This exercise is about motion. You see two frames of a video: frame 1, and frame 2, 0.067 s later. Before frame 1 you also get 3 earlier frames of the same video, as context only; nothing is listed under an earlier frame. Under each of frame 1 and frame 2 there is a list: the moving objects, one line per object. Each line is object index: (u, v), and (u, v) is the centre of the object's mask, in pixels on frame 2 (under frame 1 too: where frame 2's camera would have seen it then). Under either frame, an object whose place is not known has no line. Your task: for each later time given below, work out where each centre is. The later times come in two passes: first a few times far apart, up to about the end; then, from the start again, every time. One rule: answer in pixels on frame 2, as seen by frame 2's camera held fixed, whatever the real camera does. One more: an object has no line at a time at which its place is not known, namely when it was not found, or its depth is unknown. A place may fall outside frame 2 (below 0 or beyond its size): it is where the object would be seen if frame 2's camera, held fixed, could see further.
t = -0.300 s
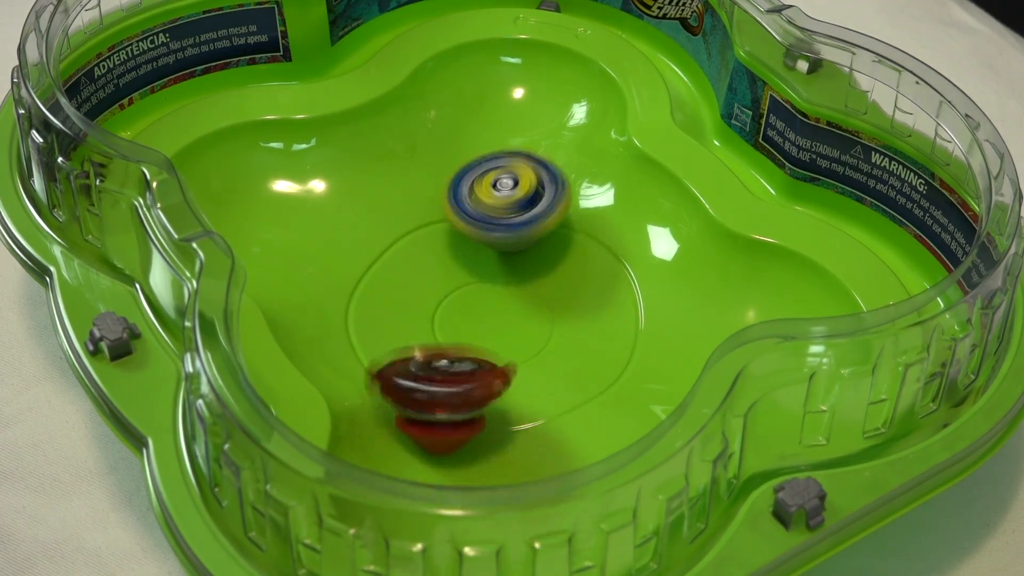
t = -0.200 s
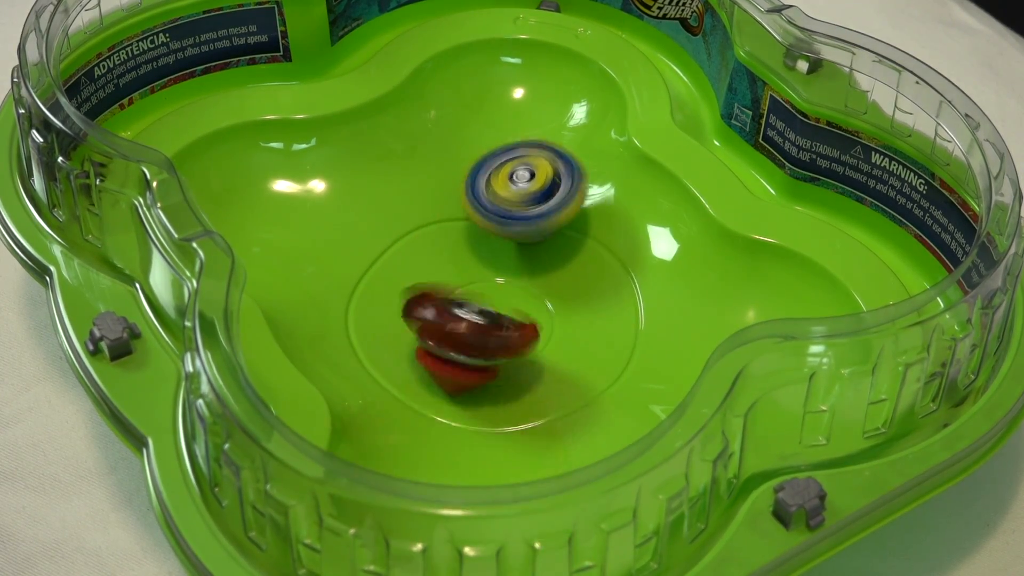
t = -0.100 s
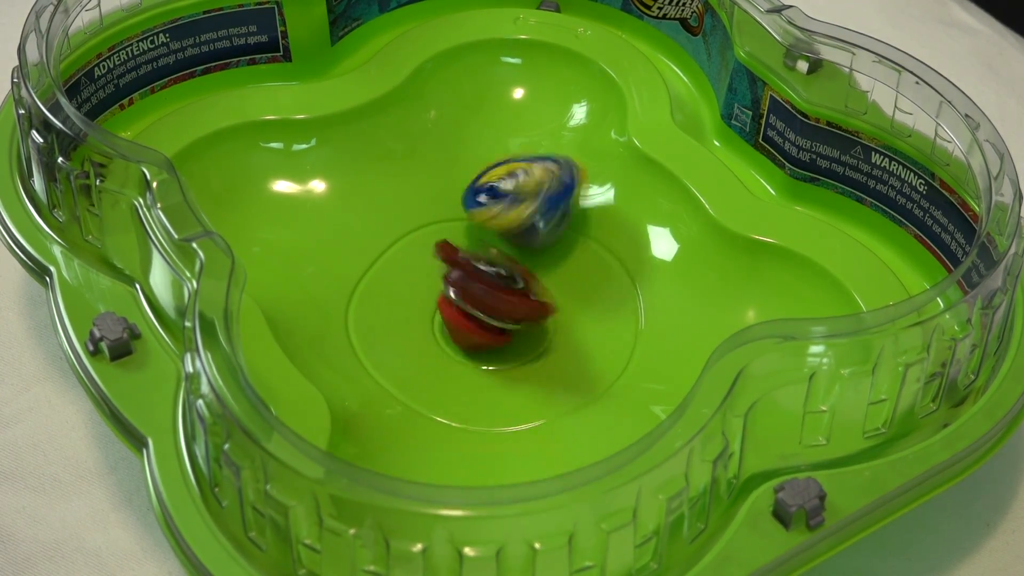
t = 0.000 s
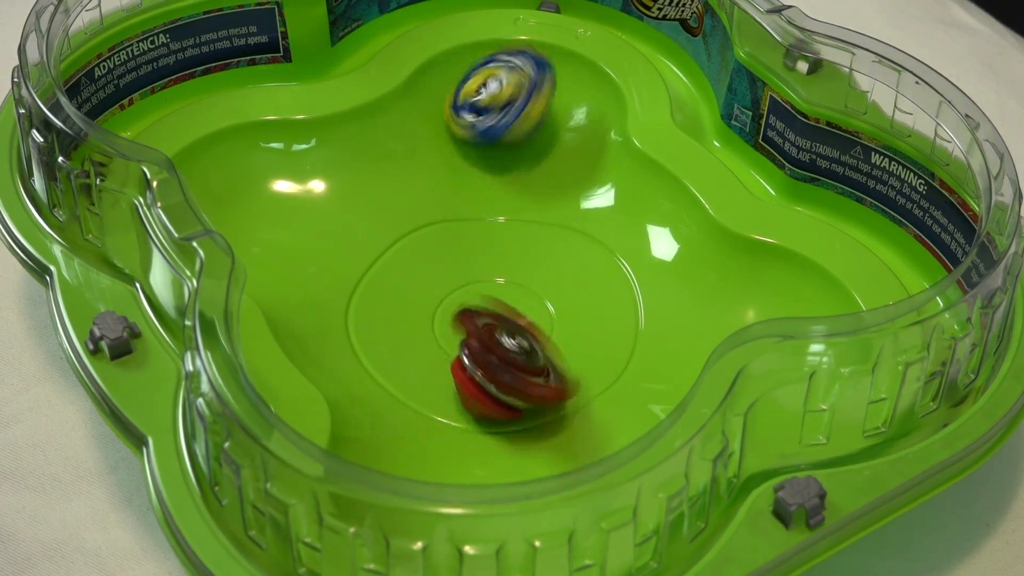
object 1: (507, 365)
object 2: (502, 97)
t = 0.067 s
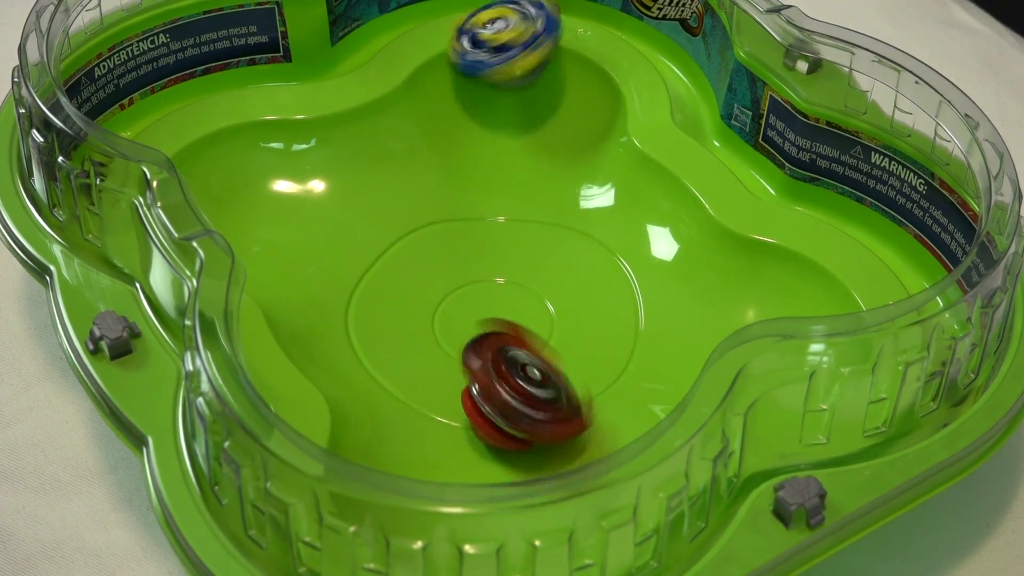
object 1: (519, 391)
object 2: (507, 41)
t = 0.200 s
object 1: (525, 401)
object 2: (536, 84)
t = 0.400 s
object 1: (514, 336)
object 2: (477, 218)
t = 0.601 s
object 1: (607, 312)
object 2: (378, 270)
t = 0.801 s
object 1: (666, 338)
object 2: (394, 283)
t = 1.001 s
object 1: (704, 344)
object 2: (528, 268)
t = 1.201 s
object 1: (660, 326)
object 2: (577, 234)
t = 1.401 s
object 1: (620, 316)
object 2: (443, 203)
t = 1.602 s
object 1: (558, 274)
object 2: (338, 250)
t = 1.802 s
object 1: (486, 224)
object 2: (346, 260)
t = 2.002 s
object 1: (564, 169)
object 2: (357, 247)
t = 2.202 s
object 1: (475, 180)
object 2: (420, 266)
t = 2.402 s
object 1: (472, 218)
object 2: (493, 313)
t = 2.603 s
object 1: (434, 262)
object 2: (541, 300)
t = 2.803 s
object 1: (424, 257)
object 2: (544, 280)
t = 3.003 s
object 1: (437, 263)
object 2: (542, 291)
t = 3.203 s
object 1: (425, 284)
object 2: (569, 299)
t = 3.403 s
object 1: (422, 249)
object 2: (584, 304)
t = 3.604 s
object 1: (468, 243)
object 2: (533, 322)
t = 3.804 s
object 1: (485, 257)
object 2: (513, 344)
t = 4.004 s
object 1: (487, 263)
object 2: (502, 355)
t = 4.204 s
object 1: (481, 271)
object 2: (502, 359)
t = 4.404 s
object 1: (481, 273)
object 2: (503, 359)
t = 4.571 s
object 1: (480, 274)
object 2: (504, 358)
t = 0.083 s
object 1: (522, 396)
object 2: (511, 36)
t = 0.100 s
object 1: (525, 399)
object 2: (514, 35)
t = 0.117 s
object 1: (525, 403)
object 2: (519, 36)
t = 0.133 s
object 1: (526, 403)
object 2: (524, 39)
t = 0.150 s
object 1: (527, 404)
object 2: (531, 46)
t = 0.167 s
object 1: (527, 404)
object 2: (534, 57)
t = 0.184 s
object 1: (525, 401)
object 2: (535, 71)
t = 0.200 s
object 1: (525, 401)
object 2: (536, 84)
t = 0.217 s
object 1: (524, 399)
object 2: (536, 99)
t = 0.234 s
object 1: (522, 394)
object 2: (536, 111)
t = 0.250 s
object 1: (522, 393)
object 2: (533, 122)
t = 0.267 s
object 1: (521, 388)
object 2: (527, 133)
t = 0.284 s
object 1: (519, 382)
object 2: (521, 145)
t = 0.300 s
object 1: (519, 376)
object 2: (514, 158)
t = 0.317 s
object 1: (518, 370)
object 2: (509, 169)
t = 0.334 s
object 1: (515, 365)
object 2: (502, 178)
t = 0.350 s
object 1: (514, 357)
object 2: (493, 187)
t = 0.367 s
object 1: (516, 350)
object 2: (487, 198)
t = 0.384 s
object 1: (516, 346)
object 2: (480, 209)
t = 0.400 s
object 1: (514, 336)
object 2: (477, 218)
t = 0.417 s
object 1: (516, 327)
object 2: (470, 223)
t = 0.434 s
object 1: (517, 321)
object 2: (463, 229)
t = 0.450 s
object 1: (520, 317)
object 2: (453, 236)
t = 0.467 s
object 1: (528, 319)
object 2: (444, 244)
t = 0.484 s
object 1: (540, 316)
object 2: (438, 250)
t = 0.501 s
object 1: (553, 319)
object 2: (427, 250)
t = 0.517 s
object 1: (559, 319)
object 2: (415, 251)
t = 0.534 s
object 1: (569, 314)
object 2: (404, 255)
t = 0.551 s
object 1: (582, 314)
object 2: (397, 261)
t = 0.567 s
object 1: (589, 315)
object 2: (390, 264)
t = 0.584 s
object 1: (596, 313)
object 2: (384, 268)
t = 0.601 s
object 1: (607, 312)
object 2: (378, 270)
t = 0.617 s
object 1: (615, 313)
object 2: (372, 272)
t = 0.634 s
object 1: (622, 315)
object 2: (365, 273)
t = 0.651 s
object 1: (627, 315)
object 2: (362, 274)
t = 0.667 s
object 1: (634, 316)
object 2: (361, 276)
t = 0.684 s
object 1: (640, 321)
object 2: (363, 278)
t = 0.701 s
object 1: (643, 323)
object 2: (363, 280)
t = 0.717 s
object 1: (650, 325)
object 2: (365, 281)
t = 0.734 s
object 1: (656, 328)
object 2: (367, 281)
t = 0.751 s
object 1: (657, 332)
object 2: (372, 280)
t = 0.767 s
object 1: (658, 334)
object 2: (379, 281)
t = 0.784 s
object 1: (663, 335)
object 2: (387, 282)
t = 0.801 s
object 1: (666, 338)
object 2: (394, 283)
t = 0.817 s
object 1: (667, 342)
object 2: (403, 283)
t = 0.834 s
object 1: (671, 342)
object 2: (412, 284)
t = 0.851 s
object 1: (674, 341)
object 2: (422, 285)
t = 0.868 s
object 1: (687, 350)
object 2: (432, 284)
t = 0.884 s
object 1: (689, 350)
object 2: (443, 282)
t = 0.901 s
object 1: (693, 350)
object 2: (456, 281)
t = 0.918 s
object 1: (697, 350)
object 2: (468, 280)
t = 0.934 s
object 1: (698, 349)
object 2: (480, 279)
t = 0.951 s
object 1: (699, 348)
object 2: (492, 279)
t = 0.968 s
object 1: (703, 348)
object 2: (504, 277)
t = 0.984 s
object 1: (705, 347)
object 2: (515, 272)
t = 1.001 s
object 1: (704, 344)
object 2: (528, 268)
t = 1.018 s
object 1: (702, 342)
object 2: (539, 265)
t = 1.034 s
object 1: (702, 341)
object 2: (550, 263)
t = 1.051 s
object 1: (704, 340)
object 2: (558, 262)
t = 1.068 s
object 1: (700, 337)
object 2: (567, 259)
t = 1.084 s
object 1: (693, 331)
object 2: (573, 256)
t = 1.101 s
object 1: (680, 326)
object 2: (580, 252)
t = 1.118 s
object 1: (676, 325)
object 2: (586, 249)
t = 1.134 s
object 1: (673, 323)
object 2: (590, 246)
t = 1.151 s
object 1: (670, 324)
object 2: (591, 248)
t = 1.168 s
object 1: (665, 324)
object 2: (589, 245)
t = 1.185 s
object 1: (664, 325)
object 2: (583, 240)
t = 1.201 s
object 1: (660, 326)
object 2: (577, 234)
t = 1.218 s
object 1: (659, 327)
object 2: (569, 227)
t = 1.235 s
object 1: (657, 328)
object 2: (558, 225)
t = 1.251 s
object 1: (654, 331)
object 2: (546, 224)
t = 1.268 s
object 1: (650, 329)
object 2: (535, 225)
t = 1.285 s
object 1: (645, 328)
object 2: (525, 226)
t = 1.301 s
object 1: (643, 329)
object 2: (516, 225)
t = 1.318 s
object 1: (641, 328)
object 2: (506, 222)
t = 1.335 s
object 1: (635, 326)
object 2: (493, 219)
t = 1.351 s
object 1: (630, 323)
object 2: (482, 215)
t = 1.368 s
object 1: (627, 322)
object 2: (467, 210)
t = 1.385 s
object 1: (625, 319)
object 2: (456, 207)
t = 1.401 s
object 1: (620, 316)
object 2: (443, 203)
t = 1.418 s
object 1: (615, 314)
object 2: (432, 203)
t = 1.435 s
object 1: (612, 311)
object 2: (422, 202)
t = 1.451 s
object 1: (609, 308)
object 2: (410, 203)
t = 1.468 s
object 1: (603, 306)
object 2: (402, 206)
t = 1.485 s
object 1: (598, 302)
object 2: (392, 210)
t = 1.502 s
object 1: (593, 297)
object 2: (384, 218)
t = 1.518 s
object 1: (587, 294)
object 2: (377, 225)
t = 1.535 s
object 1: (582, 291)
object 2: (368, 232)
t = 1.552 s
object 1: (576, 286)
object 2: (361, 239)
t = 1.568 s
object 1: (569, 280)
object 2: (354, 244)
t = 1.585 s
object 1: (564, 277)
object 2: (347, 247)
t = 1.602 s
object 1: (558, 274)
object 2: (338, 250)
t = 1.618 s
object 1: (551, 269)
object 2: (330, 253)
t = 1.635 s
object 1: (544, 264)
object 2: (323, 255)
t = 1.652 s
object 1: (538, 260)
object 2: (317, 256)
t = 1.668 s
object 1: (533, 256)
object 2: (315, 258)
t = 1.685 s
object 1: (525, 251)
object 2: (313, 258)
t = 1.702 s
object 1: (518, 246)
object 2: (312, 261)
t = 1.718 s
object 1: (512, 242)
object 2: (312, 263)
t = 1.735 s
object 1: (507, 238)
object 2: (314, 264)
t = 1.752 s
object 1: (501, 235)
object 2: (319, 265)
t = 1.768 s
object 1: (495, 232)
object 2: (327, 264)
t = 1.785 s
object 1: (490, 227)
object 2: (336, 262)
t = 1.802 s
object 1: (486, 224)
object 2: (346, 260)
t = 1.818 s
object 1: (482, 223)
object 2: (358, 258)
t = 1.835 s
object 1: (489, 219)
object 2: (360, 255)
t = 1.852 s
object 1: (504, 213)
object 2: (355, 255)
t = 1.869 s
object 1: (516, 205)
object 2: (352, 252)
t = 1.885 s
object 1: (529, 198)
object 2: (351, 250)
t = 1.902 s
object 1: (541, 196)
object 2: (350, 248)
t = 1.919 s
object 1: (548, 190)
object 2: (349, 248)
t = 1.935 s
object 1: (554, 183)
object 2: (348, 247)
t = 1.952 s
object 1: (561, 179)
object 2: (348, 246)
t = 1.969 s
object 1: (565, 177)
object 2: (349, 246)
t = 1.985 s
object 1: (565, 174)
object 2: (352, 247)
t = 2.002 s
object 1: (564, 169)
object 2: (357, 247)
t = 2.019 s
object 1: (564, 165)
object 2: (362, 247)
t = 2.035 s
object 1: (562, 167)
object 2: (368, 247)
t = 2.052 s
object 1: (556, 169)
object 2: (375, 246)
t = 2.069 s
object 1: (547, 168)
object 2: (379, 247)
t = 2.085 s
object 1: (539, 167)
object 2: (383, 249)
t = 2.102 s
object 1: (531, 170)
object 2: (387, 251)
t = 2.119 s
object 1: (520, 174)
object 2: (392, 253)
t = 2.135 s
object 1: (509, 177)
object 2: (399, 254)
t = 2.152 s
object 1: (497, 179)
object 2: (405, 256)
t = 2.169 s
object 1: (487, 181)
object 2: (412, 257)
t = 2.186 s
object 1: (482, 176)
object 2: (418, 261)
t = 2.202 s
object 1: (475, 180)
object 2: (420, 266)
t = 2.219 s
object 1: (470, 182)
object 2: (425, 269)
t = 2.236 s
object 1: (468, 183)
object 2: (428, 278)
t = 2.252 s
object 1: (468, 183)
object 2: (433, 286)
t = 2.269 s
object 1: (470, 184)
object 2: (439, 293)
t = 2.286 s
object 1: (471, 187)
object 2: (445, 298)
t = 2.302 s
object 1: (473, 190)
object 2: (452, 303)
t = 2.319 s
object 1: (474, 195)
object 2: (460, 306)
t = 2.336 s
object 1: (474, 198)
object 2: (467, 309)
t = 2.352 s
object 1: (474, 204)
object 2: (474, 310)
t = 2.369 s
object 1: (473, 209)
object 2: (481, 312)
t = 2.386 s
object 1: (473, 215)
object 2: (484, 311)
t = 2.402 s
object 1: (472, 218)
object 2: (493, 313)
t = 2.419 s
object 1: (470, 222)
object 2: (502, 316)
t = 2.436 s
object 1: (466, 226)
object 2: (508, 319)
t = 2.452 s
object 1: (464, 230)
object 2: (515, 321)
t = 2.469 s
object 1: (460, 233)
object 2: (520, 319)
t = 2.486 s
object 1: (458, 236)
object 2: (524, 319)
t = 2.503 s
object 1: (456, 241)
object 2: (528, 316)
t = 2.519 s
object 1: (454, 245)
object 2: (531, 314)
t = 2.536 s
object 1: (453, 250)
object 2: (533, 313)
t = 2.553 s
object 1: (451, 253)
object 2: (533, 310)
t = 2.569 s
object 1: (448, 256)
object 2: (534, 306)
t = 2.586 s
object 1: (440, 259)
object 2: (537, 304)
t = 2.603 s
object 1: (434, 262)
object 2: (541, 300)
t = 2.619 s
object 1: (429, 267)
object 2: (544, 298)
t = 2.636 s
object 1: (425, 269)
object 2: (546, 296)
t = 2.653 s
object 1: (425, 269)
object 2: (546, 293)
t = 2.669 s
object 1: (422, 267)
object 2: (546, 291)
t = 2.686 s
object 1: (422, 265)
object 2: (547, 288)
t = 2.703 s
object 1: (420, 264)
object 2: (547, 287)
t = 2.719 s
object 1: (419, 262)
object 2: (547, 285)
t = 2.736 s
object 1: (419, 261)
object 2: (547, 283)
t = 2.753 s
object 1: (419, 260)
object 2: (546, 282)
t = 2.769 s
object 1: (420, 258)
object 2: (545, 281)
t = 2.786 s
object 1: (422, 259)
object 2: (545, 280)
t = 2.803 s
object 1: (424, 257)
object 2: (544, 280)
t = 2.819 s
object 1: (426, 257)
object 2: (543, 280)
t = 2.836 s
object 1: (428, 257)
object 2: (542, 281)
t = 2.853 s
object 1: (430, 256)
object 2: (541, 282)
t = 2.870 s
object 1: (434, 257)
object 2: (541, 284)
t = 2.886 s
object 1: (436, 258)
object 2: (540, 285)
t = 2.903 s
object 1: (438, 261)
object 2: (541, 286)
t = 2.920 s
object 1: (435, 260)
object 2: (543, 287)
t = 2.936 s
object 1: (433, 260)
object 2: (543, 288)
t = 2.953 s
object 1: (434, 261)
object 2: (543, 289)
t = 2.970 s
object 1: (434, 261)
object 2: (542, 290)
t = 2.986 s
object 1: (436, 262)
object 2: (542, 290)
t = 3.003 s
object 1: (437, 263)
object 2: (542, 291)
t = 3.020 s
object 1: (439, 264)
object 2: (542, 291)
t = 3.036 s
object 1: (442, 266)
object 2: (543, 292)
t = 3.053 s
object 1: (443, 268)
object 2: (544, 293)
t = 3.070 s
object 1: (445, 269)
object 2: (544, 293)
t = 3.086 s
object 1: (444, 272)
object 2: (546, 293)
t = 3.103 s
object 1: (439, 275)
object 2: (547, 293)
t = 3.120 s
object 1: (441, 282)
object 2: (548, 294)
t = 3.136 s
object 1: (442, 290)
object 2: (548, 294)
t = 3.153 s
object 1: (440, 292)
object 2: (549, 294)
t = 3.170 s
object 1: (440, 290)
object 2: (551, 294)
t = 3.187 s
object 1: (434, 287)
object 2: (560, 296)
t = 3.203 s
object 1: (425, 284)
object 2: (569, 299)
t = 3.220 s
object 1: (418, 281)
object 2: (575, 302)
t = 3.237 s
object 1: (415, 276)
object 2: (581, 302)
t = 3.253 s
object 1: (413, 271)
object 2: (586, 304)
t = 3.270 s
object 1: (412, 267)
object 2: (589, 304)
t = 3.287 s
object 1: (411, 263)
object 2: (590, 304)
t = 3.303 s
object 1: (410, 260)
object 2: (590, 304)
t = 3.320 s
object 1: (411, 257)
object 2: (590, 304)
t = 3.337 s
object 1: (412, 254)
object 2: (590, 304)
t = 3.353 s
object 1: (414, 252)
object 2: (590, 304)
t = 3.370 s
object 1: (416, 251)
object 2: (588, 304)
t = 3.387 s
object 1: (419, 250)
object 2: (586, 304)
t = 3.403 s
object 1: (422, 249)
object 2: (584, 304)
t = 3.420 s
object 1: (425, 249)
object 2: (581, 303)
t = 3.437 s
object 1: (429, 249)
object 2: (578, 303)
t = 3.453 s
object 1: (433, 249)
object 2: (573, 303)
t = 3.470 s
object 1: (438, 249)
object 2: (568, 304)
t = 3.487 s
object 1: (442, 250)
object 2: (562, 304)
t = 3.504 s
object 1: (447, 250)
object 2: (556, 305)
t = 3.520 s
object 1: (452, 250)
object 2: (551, 306)
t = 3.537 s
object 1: (456, 249)
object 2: (545, 308)
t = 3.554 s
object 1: (462, 248)
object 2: (542, 312)
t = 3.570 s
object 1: (465, 246)
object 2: (537, 315)
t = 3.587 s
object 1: (467, 245)
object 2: (535, 319)
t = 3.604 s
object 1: (468, 243)
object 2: (533, 322)
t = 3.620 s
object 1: (469, 243)
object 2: (531, 326)
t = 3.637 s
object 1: (471, 244)
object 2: (529, 328)
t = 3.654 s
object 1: (472, 246)
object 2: (527, 330)
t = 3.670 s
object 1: (474, 247)
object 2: (525, 332)
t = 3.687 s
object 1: (474, 249)
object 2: (523, 333)
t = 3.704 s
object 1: (476, 250)
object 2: (522, 335)
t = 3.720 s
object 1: (477, 252)
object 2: (520, 336)
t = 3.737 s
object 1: (478, 255)
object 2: (519, 338)
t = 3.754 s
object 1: (479, 256)
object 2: (518, 339)
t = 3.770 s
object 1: (482, 255)
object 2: (516, 341)
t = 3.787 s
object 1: (483, 256)
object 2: (515, 342)
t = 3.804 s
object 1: (485, 257)
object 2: (513, 344)
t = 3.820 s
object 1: (485, 258)
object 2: (511, 345)
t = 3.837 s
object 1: (486, 259)
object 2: (510, 346)
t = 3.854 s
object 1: (486, 260)
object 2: (508, 348)
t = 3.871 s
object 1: (487, 260)
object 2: (507, 350)
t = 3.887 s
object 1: (487, 261)
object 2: (506, 351)
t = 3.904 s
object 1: (487, 261)
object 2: (504, 352)
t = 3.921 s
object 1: (487, 261)
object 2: (504, 352)
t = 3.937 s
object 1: (487, 261)
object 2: (503, 353)
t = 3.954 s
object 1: (487, 262)
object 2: (503, 353)
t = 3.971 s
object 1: (487, 262)
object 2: (503, 354)
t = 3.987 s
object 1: (487, 262)
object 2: (502, 354)
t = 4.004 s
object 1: (487, 263)
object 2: (502, 355)
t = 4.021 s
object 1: (486, 264)
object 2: (503, 355)
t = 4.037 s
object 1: (485, 264)
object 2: (503, 355)
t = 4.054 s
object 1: (485, 265)
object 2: (503, 356)
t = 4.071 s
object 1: (484, 266)
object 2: (503, 356)
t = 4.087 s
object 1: (484, 267)
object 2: (503, 356)
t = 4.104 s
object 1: (484, 267)
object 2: (503, 357)
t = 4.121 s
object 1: (483, 267)
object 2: (502, 357)
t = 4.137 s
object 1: (483, 268)
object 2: (503, 357)
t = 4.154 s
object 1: (482, 269)
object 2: (503, 358)
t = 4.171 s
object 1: (482, 269)
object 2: (502, 358)
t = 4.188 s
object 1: (482, 270)
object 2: (502, 358)
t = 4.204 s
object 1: (481, 271)
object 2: (502, 359)
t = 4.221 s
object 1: (481, 272)
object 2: (503, 359)
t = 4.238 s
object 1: (481, 273)
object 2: (503, 359)
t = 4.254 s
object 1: (481, 273)
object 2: (503, 359)
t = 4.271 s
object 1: (481, 273)
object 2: (503, 359)
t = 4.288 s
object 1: (481, 273)
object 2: (502, 360)
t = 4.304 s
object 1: (481, 273)
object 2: (502, 360)
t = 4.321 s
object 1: (481, 274)
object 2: (502, 360)
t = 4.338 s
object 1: (481, 274)
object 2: (503, 360)
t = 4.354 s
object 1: (481, 273)
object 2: (503, 360)
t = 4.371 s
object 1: (481, 274)
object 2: (503, 360)
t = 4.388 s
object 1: (481, 274)
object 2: (503, 360)
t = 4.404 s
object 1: (481, 273)
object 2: (503, 359)
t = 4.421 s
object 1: (481, 274)
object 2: (503, 359)
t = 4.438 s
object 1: (481, 273)
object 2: (503, 359)
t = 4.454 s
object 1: (481, 274)
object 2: (504, 359)
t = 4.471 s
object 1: (481, 273)
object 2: (504, 359)
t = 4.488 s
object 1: (481, 273)
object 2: (504, 359)
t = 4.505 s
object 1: (481, 274)
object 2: (504, 359)
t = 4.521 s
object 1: (481, 274)
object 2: (504, 359)
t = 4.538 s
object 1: (481, 274)
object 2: (504, 359)
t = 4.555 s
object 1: (481, 273)
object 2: (504, 358)
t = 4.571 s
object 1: (480, 274)
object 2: (504, 358)
